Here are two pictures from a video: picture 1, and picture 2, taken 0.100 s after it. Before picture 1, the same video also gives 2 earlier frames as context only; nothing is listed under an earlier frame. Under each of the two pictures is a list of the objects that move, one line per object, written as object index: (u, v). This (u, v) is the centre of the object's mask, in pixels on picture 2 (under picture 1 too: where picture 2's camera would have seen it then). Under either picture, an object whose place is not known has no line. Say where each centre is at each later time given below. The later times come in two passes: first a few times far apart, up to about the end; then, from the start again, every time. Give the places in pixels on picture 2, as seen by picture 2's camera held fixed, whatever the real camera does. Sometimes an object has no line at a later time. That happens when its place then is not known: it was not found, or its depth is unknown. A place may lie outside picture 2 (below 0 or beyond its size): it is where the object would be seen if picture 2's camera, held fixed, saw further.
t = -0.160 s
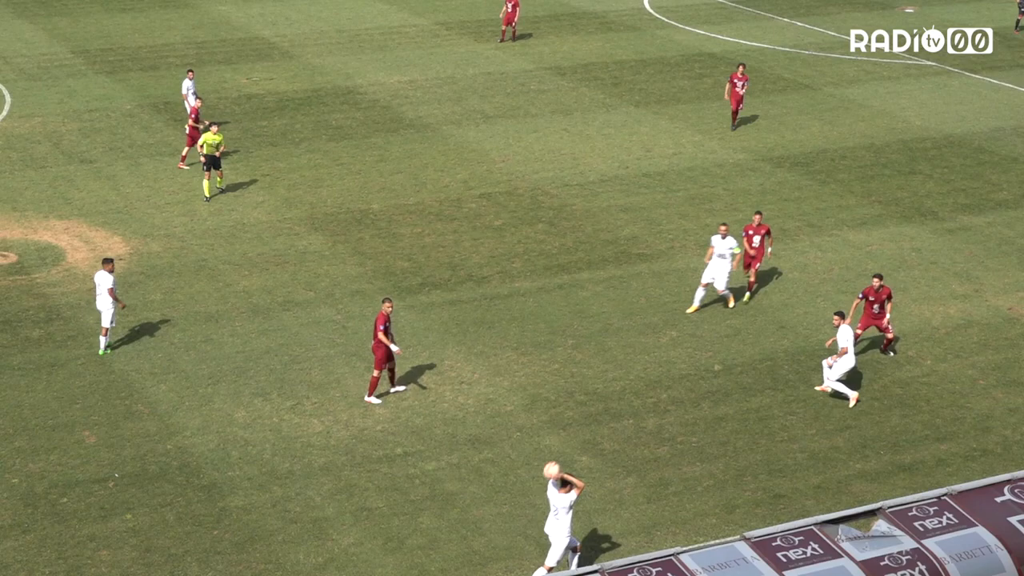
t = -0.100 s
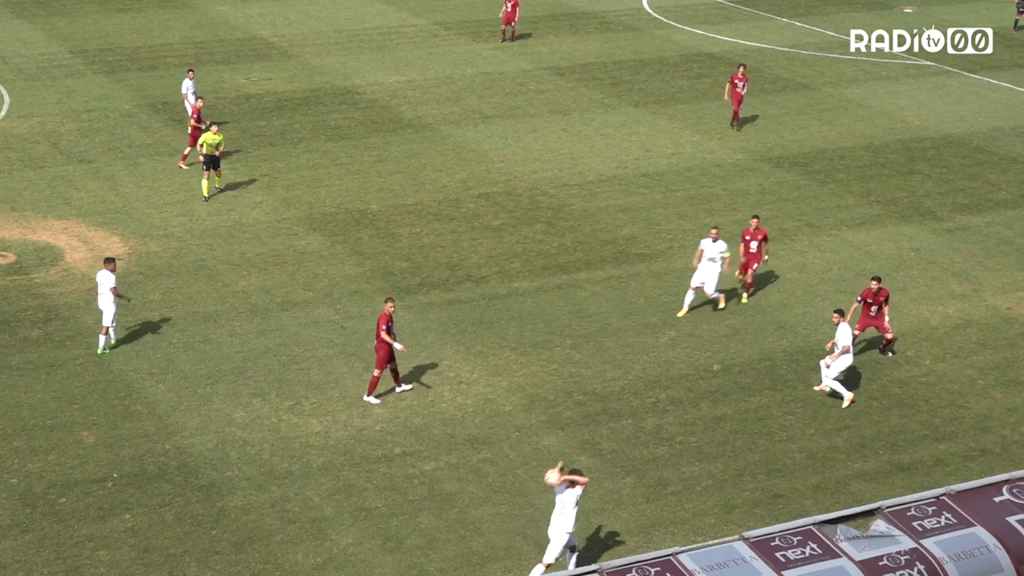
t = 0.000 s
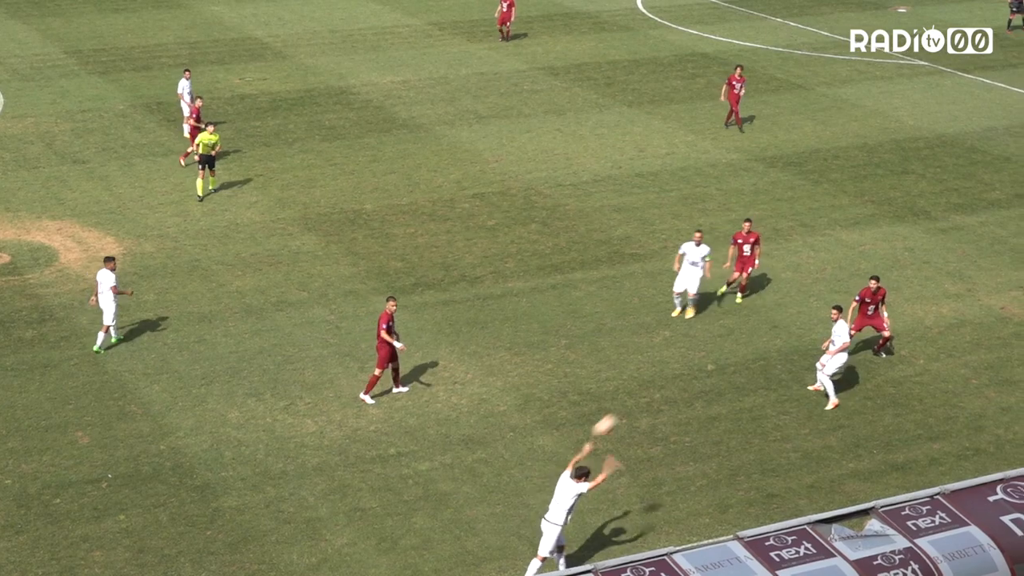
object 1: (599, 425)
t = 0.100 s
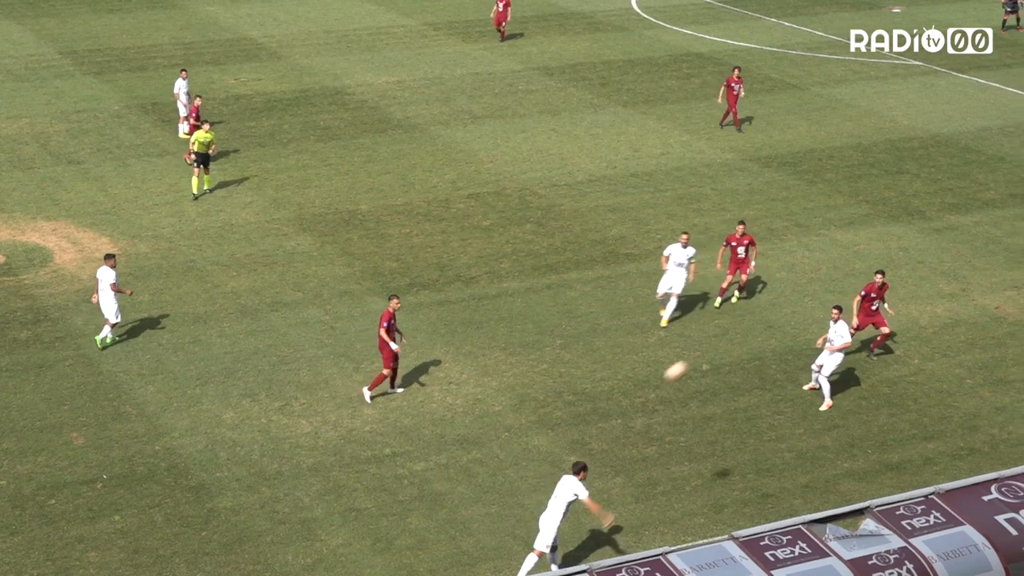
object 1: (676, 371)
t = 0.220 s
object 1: (761, 319)
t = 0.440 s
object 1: (900, 254)
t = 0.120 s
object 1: (691, 361)
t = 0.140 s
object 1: (705, 352)
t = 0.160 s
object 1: (719, 343)
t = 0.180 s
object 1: (733, 335)
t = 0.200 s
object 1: (747, 327)
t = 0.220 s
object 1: (761, 319)
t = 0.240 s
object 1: (774, 311)
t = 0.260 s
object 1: (788, 304)
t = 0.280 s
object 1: (801, 297)
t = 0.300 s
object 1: (813, 290)
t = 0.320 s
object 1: (827, 283)
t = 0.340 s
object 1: (839, 278)
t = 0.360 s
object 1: (851, 272)
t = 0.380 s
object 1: (864, 267)
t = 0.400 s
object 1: (876, 263)
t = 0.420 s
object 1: (888, 258)
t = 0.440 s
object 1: (900, 254)
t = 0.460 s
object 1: (911, 250)
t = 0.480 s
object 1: (924, 247)
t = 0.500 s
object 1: (935, 243)
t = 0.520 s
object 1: (946, 241)
